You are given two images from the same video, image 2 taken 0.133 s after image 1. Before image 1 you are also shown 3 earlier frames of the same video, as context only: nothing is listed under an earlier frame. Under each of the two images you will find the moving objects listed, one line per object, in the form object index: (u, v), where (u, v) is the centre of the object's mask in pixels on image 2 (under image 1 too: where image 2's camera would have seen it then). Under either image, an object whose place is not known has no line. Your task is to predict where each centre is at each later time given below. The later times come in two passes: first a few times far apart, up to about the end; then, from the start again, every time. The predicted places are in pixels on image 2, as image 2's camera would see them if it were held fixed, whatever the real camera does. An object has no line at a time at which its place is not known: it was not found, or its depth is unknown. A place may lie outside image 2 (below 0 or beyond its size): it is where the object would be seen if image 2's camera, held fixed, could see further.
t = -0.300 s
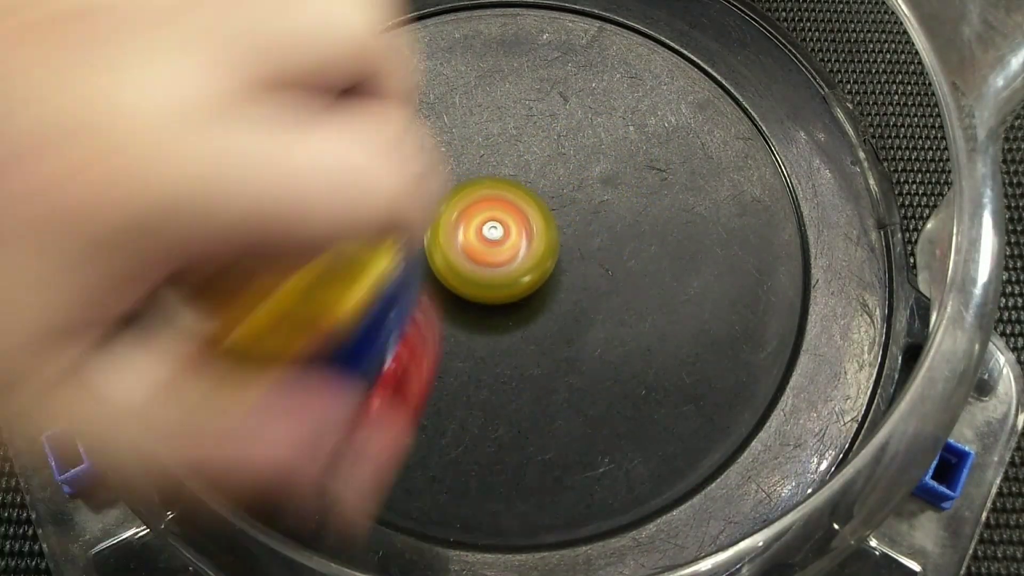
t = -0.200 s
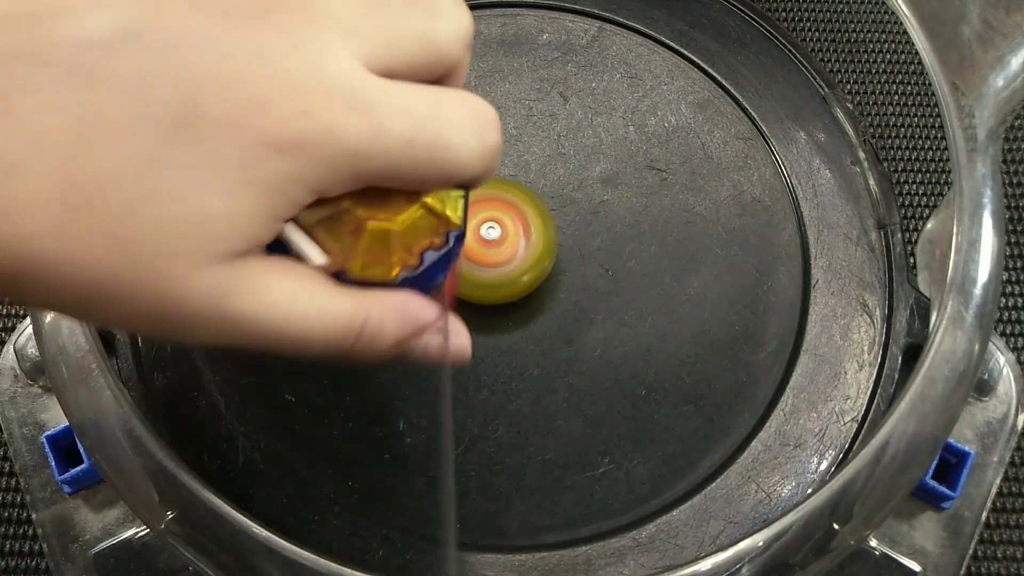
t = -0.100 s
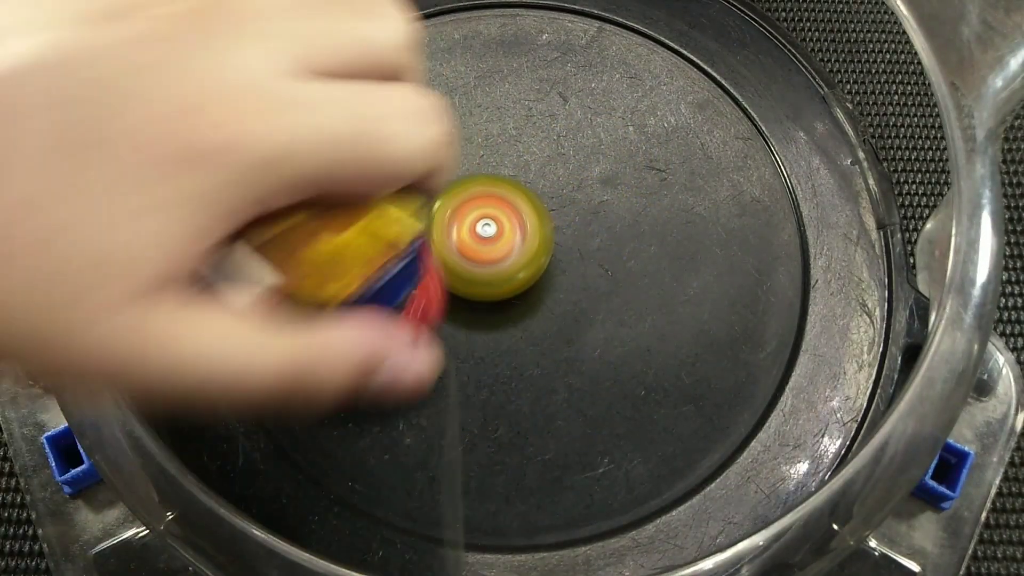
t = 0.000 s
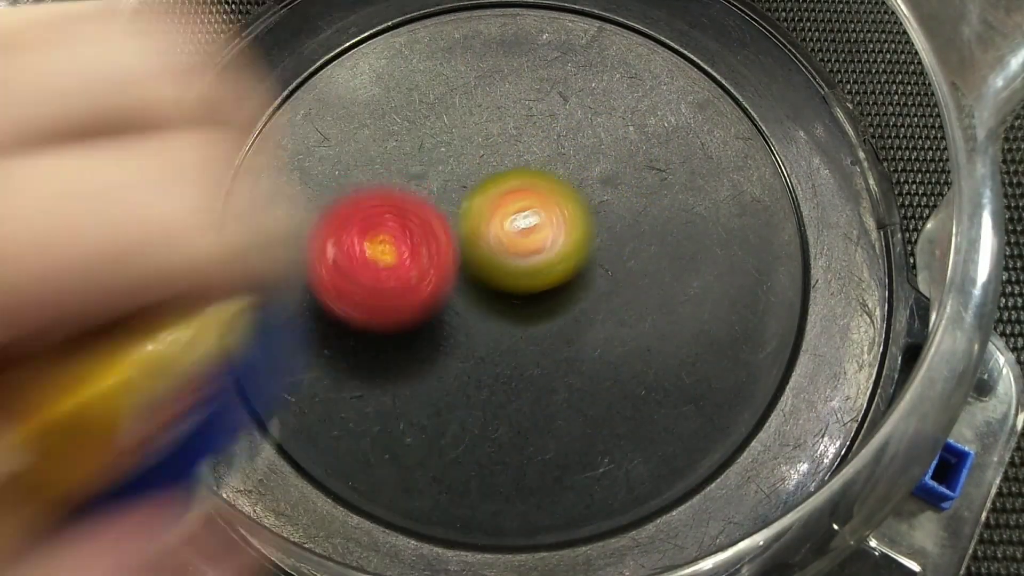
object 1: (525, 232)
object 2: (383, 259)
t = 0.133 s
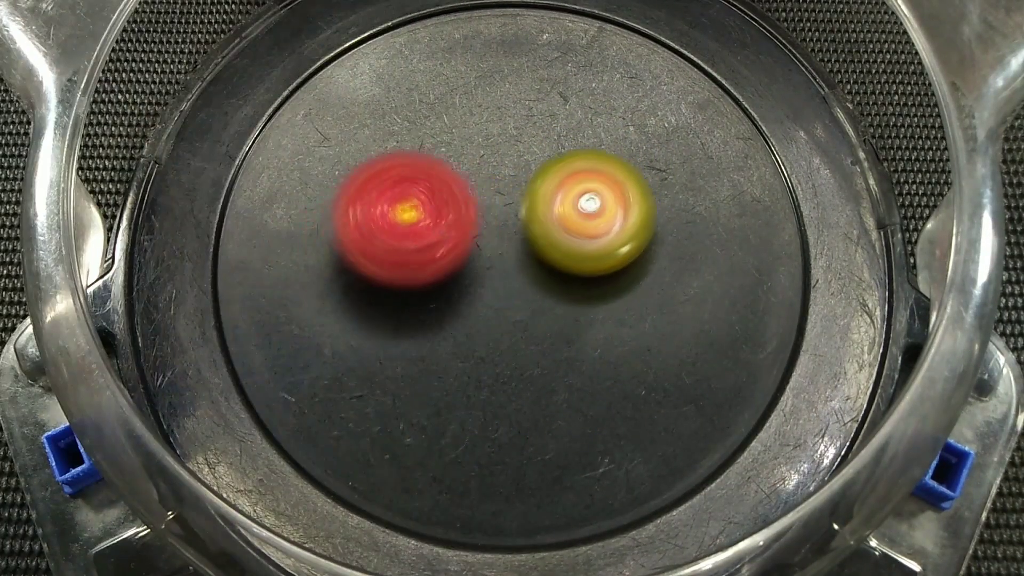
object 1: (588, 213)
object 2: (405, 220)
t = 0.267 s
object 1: (656, 196)
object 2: (416, 190)
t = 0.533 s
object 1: (732, 176)
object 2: (361, 212)
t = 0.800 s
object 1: (592, 147)
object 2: (549, 262)
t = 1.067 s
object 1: (555, 170)
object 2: (539, 317)
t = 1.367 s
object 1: (520, 226)
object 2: (498, 353)
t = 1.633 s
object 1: (544, 187)
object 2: (439, 385)
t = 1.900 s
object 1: (548, 158)
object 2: (442, 359)
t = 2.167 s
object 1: (548, 150)
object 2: (451, 301)
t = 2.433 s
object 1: (588, 118)
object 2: (381, 274)
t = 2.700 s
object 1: (560, 144)
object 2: (363, 260)
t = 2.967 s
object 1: (567, 163)
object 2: (487, 264)
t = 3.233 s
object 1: (648, 97)
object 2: (486, 318)
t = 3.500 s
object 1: (615, 126)
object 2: (509, 283)
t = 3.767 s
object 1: (670, 92)
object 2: (407, 317)
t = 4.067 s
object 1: (576, 161)
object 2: (415, 309)
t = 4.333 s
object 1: (664, 51)
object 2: (307, 387)
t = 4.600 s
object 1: (579, 98)
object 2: (374, 316)
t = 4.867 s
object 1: (573, 137)
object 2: (447, 209)
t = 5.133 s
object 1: (625, 134)
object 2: (450, 247)
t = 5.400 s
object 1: (583, 187)
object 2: (529, 304)
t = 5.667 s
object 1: (547, 120)
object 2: (509, 404)
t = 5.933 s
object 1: (525, 121)
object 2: (452, 323)
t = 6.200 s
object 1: (514, 122)
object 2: (484, 234)
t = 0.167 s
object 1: (591, 209)
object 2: (422, 213)
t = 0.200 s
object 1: (591, 205)
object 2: (442, 207)
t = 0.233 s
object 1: (606, 200)
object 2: (446, 199)
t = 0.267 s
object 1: (656, 196)
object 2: (416, 190)
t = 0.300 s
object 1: (702, 194)
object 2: (390, 183)
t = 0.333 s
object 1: (736, 192)
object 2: (365, 179)
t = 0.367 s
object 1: (758, 191)
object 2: (347, 178)
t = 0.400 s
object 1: (770, 189)
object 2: (334, 180)
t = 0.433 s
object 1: (771, 186)
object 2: (330, 185)
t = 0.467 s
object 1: (764, 184)
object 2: (334, 193)
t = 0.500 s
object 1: (750, 180)
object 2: (345, 203)
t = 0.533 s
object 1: (732, 176)
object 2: (361, 212)
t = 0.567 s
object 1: (712, 172)
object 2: (383, 221)
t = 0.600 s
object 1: (692, 168)
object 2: (407, 229)
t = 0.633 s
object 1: (669, 165)
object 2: (435, 236)
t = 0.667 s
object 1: (647, 162)
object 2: (464, 241)
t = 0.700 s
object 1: (625, 161)
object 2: (494, 244)
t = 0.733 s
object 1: (609, 158)
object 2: (522, 244)
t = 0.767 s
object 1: (600, 151)
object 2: (540, 242)
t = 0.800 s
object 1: (592, 147)
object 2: (549, 262)
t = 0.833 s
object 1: (590, 141)
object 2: (555, 274)
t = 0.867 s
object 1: (590, 139)
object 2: (558, 285)
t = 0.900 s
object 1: (587, 140)
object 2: (558, 291)
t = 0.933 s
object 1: (581, 149)
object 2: (557, 293)
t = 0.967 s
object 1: (573, 160)
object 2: (556, 298)
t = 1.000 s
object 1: (566, 171)
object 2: (557, 295)
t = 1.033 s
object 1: (557, 178)
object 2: (553, 297)
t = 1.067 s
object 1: (555, 170)
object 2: (539, 317)
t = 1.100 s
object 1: (553, 159)
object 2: (525, 336)
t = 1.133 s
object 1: (550, 154)
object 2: (512, 348)
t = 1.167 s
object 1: (547, 155)
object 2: (500, 361)
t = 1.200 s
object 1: (544, 160)
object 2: (492, 368)
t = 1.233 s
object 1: (542, 171)
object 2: (488, 374)
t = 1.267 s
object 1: (537, 184)
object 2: (486, 374)
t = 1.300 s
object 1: (531, 199)
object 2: (486, 373)
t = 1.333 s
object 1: (526, 214)
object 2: (492, 366)
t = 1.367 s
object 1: (520, 226)
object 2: (498, 353)
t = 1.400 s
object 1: (519, 229)
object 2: (497, 342)
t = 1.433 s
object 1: (528, 218)
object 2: (483, 352)
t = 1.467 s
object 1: (538, 200)
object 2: (470, 369)
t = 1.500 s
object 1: (545, 188)
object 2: (457, 380)
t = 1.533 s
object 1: (549, 180)
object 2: (449, 386)
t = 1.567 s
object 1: (550, 178)
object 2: (441, 388)
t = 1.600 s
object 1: (549, 181)
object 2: (439, 387)
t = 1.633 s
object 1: (544, 187)
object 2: (439, 385)
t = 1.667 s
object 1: (535, 194)
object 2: (441, 382)
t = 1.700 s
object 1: (527, 201)
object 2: (446, 373)
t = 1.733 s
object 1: (520, 207)
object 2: (453, 365)
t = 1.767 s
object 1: (514, 213)
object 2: (464, 348)
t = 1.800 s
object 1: (508, 218)
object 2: (475, 336)
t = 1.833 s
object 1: (515, 205)
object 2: (471, 329)
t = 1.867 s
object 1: (533, 181)
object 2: (455, 341)
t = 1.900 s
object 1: (548, 158)
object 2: (442, 359)
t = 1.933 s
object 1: (561, 141)
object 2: (434, 366)
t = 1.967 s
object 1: (569, 130)
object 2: (428, 368)
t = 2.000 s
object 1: (574, 126)
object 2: (427, 367)
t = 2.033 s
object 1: (573, 126)
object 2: (430, 358)
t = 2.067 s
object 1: (567, 129)
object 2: (434, 348)
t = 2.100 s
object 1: (561, 136)
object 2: (438, 335)
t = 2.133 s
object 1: (554, 143)
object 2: (444, 320)
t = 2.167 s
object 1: (548, 150)
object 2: (451, 301)
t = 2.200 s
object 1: (543, 157)
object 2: (461, 282)
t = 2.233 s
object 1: (538, 163)
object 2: (471, 267)
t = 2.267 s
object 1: (547, 155)
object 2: (462, 253)
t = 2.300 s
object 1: (564, 140)
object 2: (446, 259)
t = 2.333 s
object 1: (578, 128)
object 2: (428, 275)
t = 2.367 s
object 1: (587, 121)
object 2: (410, 277)
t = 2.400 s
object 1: (589, 118)
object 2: (394, 279)
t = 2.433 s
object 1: (588, 118)
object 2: (381, 274)
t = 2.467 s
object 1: (584, 120)
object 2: (369, 272)
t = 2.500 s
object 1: (580, 122)
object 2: (360, 267)
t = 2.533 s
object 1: (576, 125)
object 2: (353, 264)
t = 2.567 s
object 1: (572, 130)
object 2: (350, 261)
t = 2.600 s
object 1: (568, 133)
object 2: (348, 259)
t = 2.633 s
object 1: (565, 137)
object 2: (349, 258)
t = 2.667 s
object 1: (563, 140)
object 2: (354, 259)
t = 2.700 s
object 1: (560, 144)
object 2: (363, 260)
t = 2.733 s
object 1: (558, 147)
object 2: (374, 262)
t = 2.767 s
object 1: (556, 150)
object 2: (387, 264)
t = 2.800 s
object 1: (554, 155)
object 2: (402, 266)
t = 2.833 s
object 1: (553, 161)
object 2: (419, 265)
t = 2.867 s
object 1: (551, 166)
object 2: (441, 263)
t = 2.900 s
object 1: (551, 170)
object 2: (462, 260)
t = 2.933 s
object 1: (557, 167)
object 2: (479, 257)
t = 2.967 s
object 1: (567, 163)
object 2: (487, 264)
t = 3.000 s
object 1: (575, 160)
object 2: (495, 267)
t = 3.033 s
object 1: (578, 160)
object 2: (504, 267)
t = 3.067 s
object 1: (580, 161)
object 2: (515, 267)
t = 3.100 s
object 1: (581, 162)
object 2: (526, 264)
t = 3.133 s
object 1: (596, 152)
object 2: (520, 278)
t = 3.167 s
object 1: (620, 127)
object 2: (505, 296)
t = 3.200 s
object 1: (637, 108)
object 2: (494, 311)
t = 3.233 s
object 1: (648, 97)
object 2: (486, 318)
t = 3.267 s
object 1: (651, 92)
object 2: (481, 325)
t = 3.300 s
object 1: (650, 92)
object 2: (477, 330)
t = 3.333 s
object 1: (647, 95)
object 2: (475, 328)
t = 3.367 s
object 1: (642, 99)
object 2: (477, 323)
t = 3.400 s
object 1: (636, 105)
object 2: (483, 317)
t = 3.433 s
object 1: (629, 111)
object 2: (490, 309)
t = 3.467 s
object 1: (622, 118)
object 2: (499, 297)
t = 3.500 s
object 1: (615, 126)
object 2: (509, 283)
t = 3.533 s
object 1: (608, 133)
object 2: (520, 271)
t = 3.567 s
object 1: (601, 140)
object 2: (530, 258)
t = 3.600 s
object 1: (599, 143)
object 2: (531, 251)
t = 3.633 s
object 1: (623, 125)
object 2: (506, 266)
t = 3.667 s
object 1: (648, 107)
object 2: (480, 281)
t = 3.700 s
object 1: (666, 93)
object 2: (455, 295)
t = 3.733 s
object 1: (673, 89)
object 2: (429, 306)
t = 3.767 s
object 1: (670, 92)
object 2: (407, 317)
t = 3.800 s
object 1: (664, 98)
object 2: (391, 324)
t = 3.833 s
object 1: (654, 106)
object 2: (379, 328)
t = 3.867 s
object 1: (644, 113)
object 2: (371, 330)
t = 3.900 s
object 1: (634, 121)
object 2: (369, 331)
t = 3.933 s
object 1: (622, 129)
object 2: (372, 329)
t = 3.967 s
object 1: (612, 137)
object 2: (380, 327)
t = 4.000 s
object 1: (601, 144)
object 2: (391, 322)
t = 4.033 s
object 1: (589, 152)
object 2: (404, 316)
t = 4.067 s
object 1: (576, 161)
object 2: (415, 309)
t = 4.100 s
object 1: (561, 169)
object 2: (428, 300)
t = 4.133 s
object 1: (546, 178)
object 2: (444, 289)
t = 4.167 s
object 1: (533, 185)
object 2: (459, 279)
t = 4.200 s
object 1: (547, 167)
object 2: (435, 292)
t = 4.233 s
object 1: (584, 131)
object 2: (392, 322)
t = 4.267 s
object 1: (619, 98)
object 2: (357, 353)
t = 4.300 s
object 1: (648, 69)
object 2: (328, 377)
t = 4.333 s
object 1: (664, 51)
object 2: (307, 387)
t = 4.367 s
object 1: (671, 43)
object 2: (294, 398)
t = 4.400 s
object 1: (664, 46)
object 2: (295, 397)
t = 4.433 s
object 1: (650, 50)
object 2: (304, 390)
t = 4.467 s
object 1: (635, 55)
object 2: (314, 381)
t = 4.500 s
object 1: (620, 63)
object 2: (328, 369)
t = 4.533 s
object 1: (606, 74)
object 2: (341, 356)
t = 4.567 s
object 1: (592, 85)
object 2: (358, 337)
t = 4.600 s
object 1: (579, 98)
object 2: (374, 316)
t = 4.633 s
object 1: (567, 110)
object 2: (393, 293)
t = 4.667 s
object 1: (557, 121)
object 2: (413, 269)
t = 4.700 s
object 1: (546, 133)
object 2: (431, 247)
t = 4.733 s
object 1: (541, 140)
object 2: (450, 224)
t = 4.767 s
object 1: (551, 137)
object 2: (452, 215)
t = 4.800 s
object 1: (563, 135)
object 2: (447, 213)
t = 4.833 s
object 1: (572, 135)
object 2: (447, 212)
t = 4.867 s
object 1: (573, 137)
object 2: (447, 209)
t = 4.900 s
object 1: (573, 140)
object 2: (450, 209)
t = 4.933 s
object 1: (571, 141)
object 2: (456, 207)
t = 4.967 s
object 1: (569, 143)
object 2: (462, 208)
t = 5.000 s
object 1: (571, 142)
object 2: (471, 212)
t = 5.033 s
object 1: (592, 136)
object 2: (459, 221)
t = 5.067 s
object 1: (612, 130)
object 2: (454, 231)
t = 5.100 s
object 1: (623, 129)
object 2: (449, 236)
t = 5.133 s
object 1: (625, 134)
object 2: (450, 247)
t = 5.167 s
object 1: (622, 137)
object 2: (453, 251)
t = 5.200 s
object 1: (618, 142)
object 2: (459, 260)
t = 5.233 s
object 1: (615, 145)
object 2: (468, 268)
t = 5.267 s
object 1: (610, 151)
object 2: (476, 278)
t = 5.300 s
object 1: (606, 158)
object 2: (489, 288)
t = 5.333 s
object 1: (601, 168)
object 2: (501, 295)
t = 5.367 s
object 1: (593, 178)
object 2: (518, 301)
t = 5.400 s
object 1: (583, 187)
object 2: (529, 304)
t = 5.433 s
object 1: (572, 193)
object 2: (545, 304)
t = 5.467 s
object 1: (564, 192)
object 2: (541, 317)
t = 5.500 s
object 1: (566, 171)
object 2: (538, 348)
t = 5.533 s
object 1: (565, 151)
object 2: (528, 370)
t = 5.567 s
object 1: (562, 138)
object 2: (523, 382)
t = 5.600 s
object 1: (558, 129)
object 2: (518, 393)
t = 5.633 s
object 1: (552, 124)
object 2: (513, 399)
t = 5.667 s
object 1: (547, 120)
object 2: (509, 404)
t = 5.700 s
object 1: (544, 117)
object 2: (499, 404)
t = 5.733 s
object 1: (543, 116)
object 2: (487, 403)
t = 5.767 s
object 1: (540, 117)
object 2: (474, 396)
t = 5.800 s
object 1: (537, 118)
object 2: (470, 386)
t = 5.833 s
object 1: (534, 119)
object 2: (464, 375)
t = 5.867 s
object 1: (531, 120)
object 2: (456, 359)
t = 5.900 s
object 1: (528, 121)
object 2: (452, 340)
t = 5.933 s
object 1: (525, 121)
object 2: (452, 323)
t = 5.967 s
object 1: (522, 122)
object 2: (457, 307)
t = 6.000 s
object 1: (519, 123)
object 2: (462, 291)
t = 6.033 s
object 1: (516, 128)
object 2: (469, 273)
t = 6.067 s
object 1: (512, 133)
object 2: (476, 256)
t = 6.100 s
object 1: (509, 132)
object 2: (484, 241)
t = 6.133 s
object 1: (509, 127)
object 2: (484, 234)
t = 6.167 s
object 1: (509, 124)
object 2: (486, 230)
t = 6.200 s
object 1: (514, 122)
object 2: (484, 234)
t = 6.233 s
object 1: (521, 123)
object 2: (483, 241)
